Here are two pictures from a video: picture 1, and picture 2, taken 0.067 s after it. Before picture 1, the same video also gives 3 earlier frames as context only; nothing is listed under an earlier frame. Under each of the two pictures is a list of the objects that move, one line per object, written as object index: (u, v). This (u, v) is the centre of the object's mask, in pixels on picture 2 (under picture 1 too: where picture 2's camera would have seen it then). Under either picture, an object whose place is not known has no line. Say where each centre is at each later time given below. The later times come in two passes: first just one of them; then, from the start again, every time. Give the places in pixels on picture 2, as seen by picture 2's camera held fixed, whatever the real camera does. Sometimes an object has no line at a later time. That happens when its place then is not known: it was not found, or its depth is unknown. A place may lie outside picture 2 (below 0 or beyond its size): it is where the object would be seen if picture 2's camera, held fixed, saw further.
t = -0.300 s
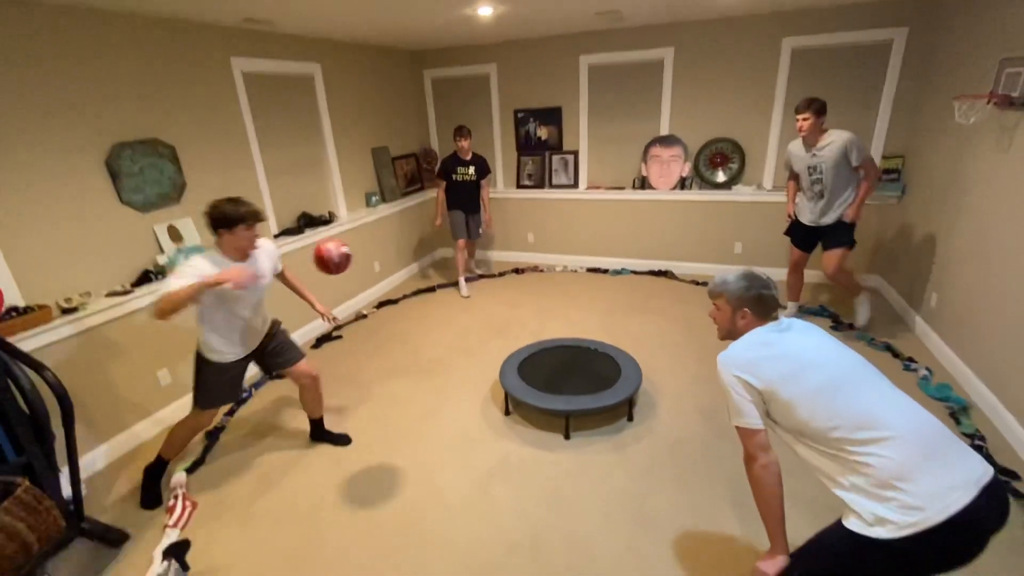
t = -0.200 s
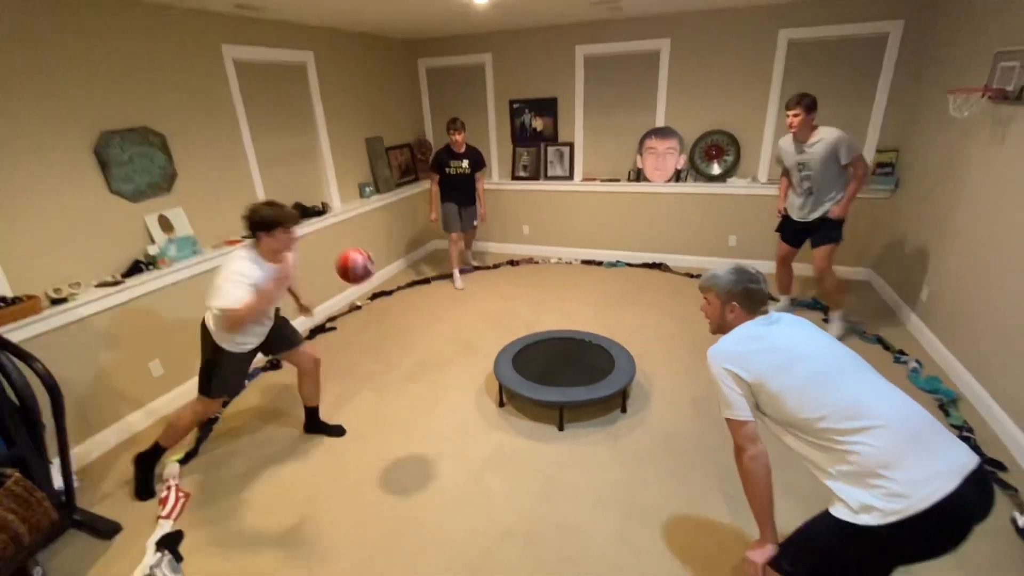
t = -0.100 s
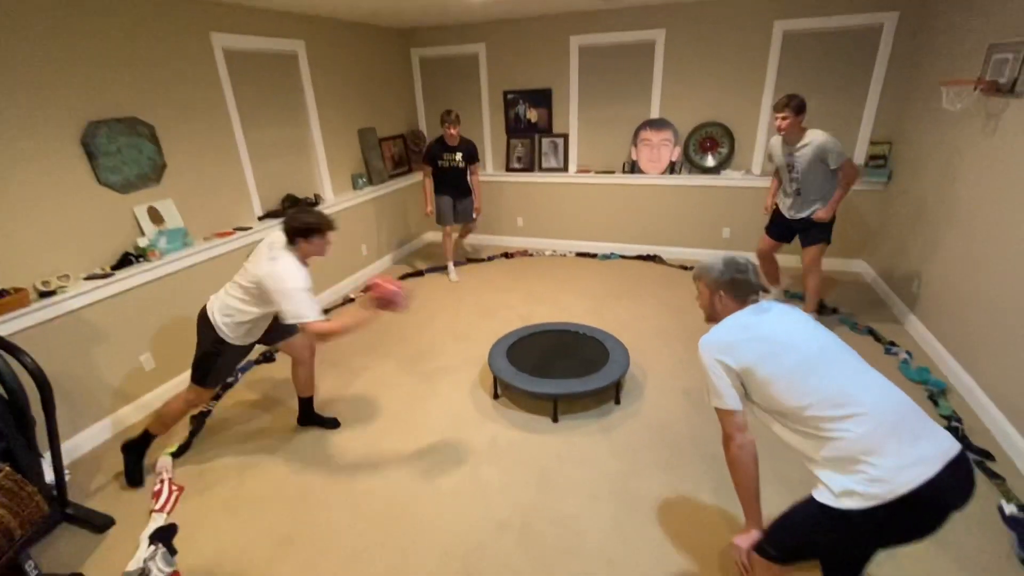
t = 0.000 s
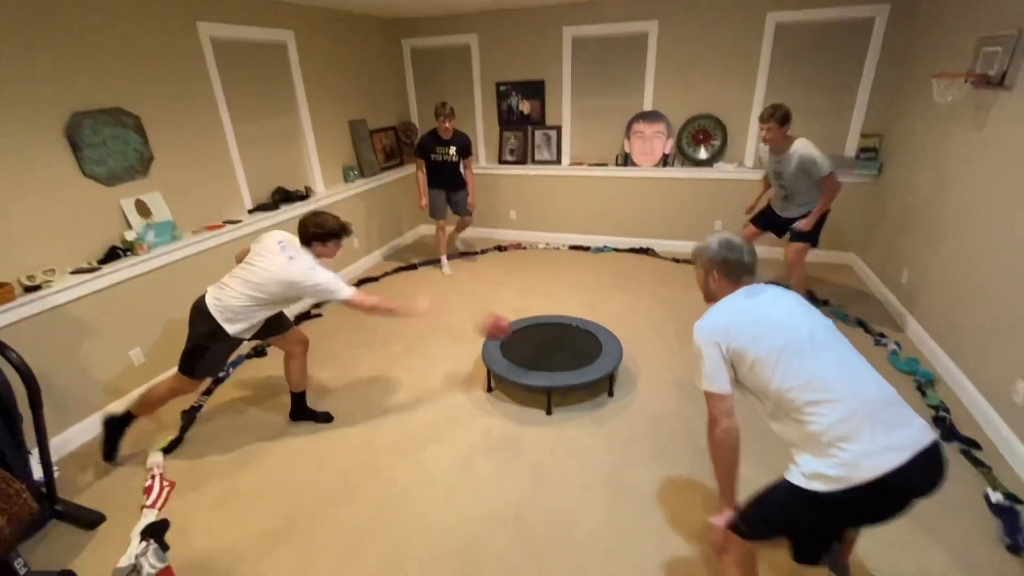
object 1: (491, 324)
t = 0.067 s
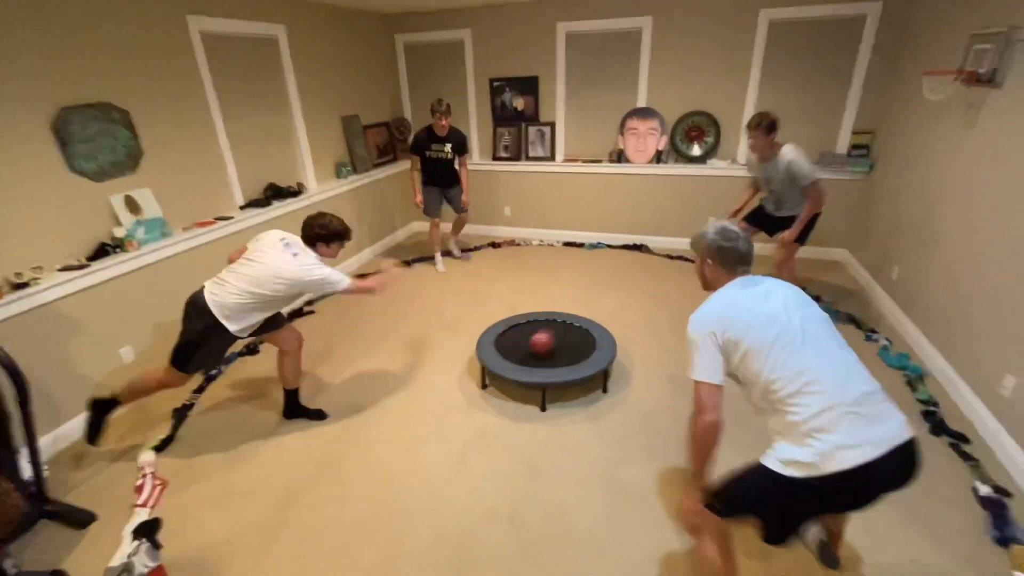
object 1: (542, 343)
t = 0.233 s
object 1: (603, 261)
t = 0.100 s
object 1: (556, 326)
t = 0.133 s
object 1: (568, 306)
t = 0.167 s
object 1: (580, 289)
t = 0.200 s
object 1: (592, 274)
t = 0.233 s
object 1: (603, 261)
